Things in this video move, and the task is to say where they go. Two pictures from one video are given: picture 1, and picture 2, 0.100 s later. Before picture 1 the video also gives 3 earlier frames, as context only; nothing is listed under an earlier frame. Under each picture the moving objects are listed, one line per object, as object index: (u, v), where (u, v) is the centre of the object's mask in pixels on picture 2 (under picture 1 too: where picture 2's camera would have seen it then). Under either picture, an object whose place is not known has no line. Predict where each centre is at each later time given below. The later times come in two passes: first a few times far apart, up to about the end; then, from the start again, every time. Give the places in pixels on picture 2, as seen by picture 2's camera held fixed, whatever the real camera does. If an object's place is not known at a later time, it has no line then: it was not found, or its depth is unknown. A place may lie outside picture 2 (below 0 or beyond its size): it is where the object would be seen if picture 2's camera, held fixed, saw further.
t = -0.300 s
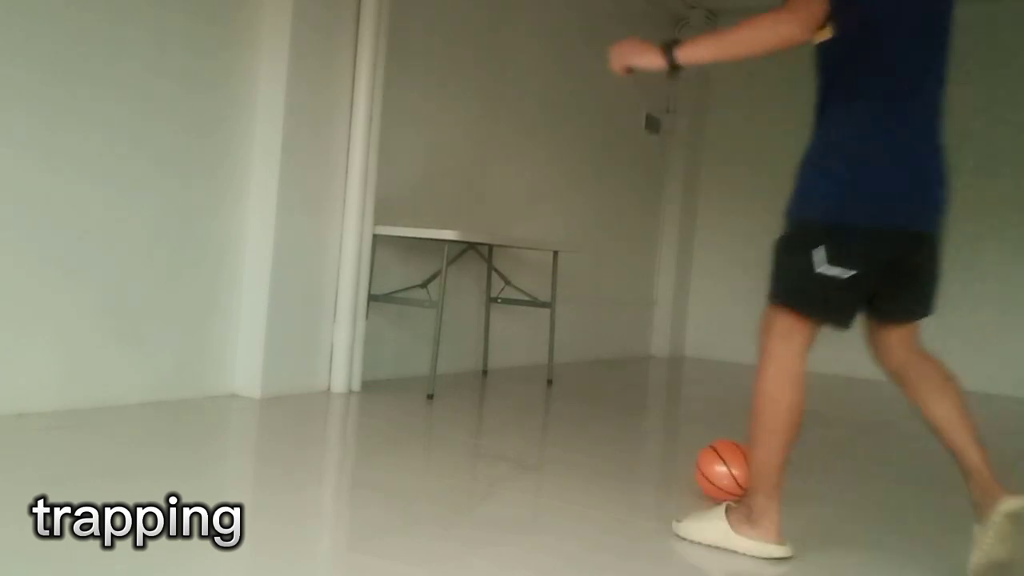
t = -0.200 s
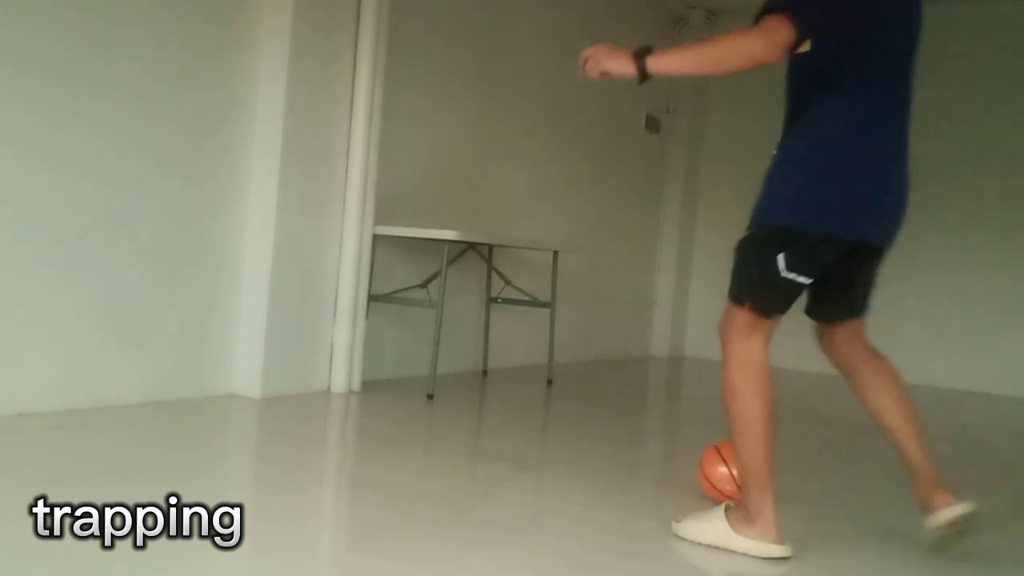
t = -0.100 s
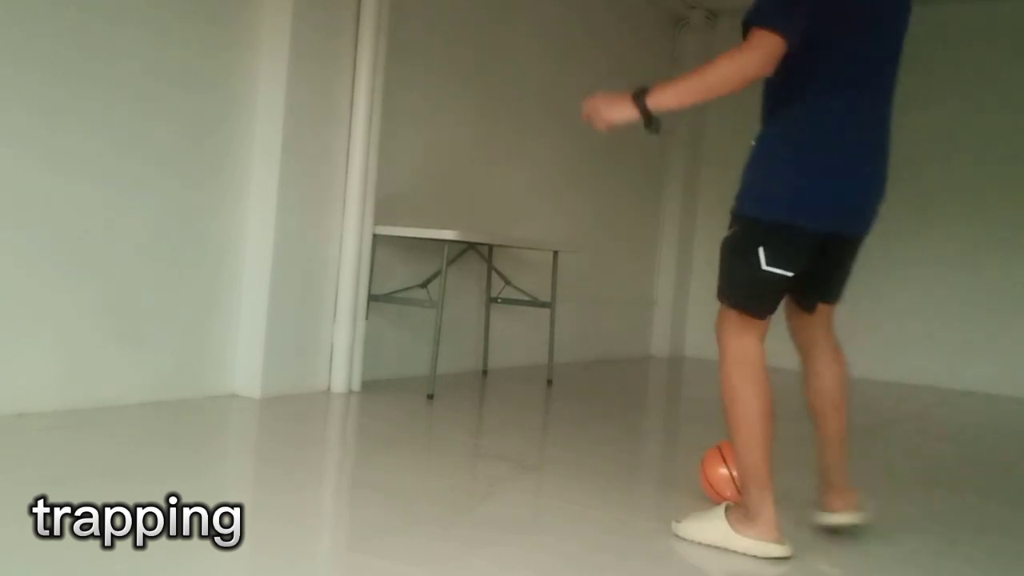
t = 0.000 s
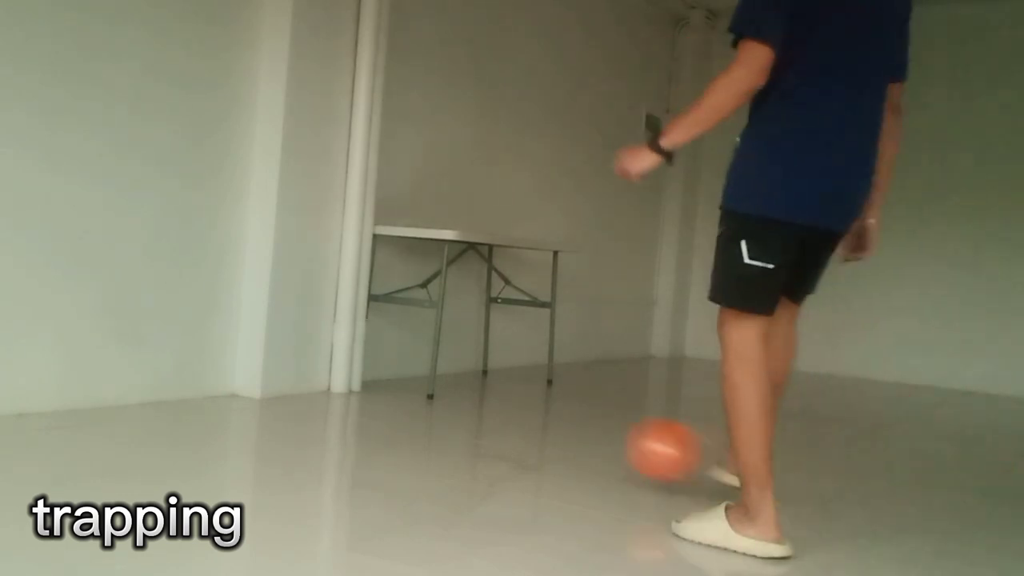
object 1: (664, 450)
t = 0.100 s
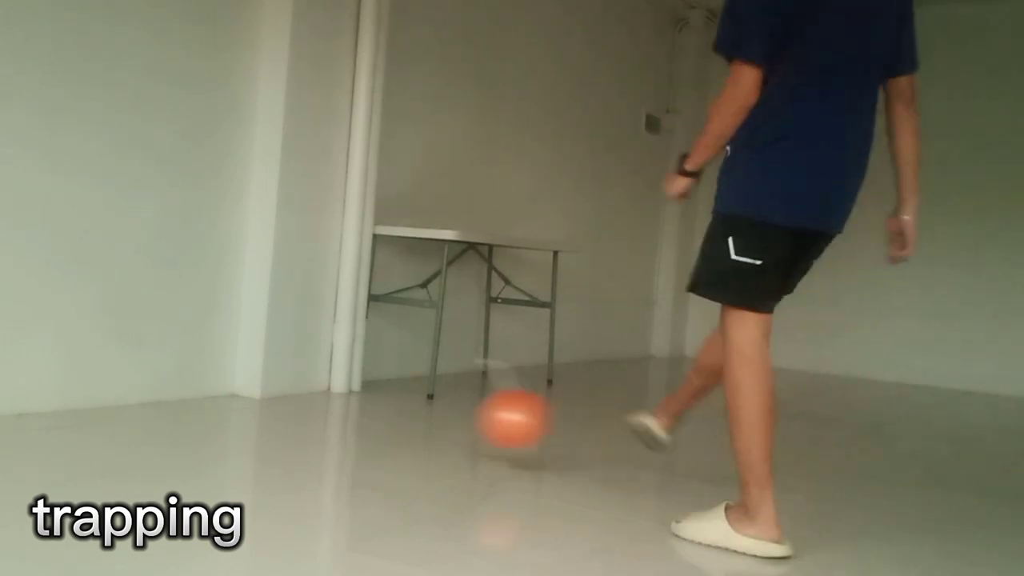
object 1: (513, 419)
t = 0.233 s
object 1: (336, 428)
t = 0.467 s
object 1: (155, 396)
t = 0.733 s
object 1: (73, 389)
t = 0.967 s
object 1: (132, 403)
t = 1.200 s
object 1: (183, 417)
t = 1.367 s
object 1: (222, 421)
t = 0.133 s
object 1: (467, 416)
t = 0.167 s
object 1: (422, 416)
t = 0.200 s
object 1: (378, 421)
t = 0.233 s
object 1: (336, 428)
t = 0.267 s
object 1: (306, 416)
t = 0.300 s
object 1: (280, 405)
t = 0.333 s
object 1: (255, 397)
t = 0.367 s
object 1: (229, 392)
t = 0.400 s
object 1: (204, 390)
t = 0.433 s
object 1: (179, 392)
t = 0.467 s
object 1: (155, 396)
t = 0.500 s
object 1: (132, 402)
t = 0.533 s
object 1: (114, 392)
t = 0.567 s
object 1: (96, 387)
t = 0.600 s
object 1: (78, 383)
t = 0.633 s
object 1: (61, 384)
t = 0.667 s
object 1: (49, 386)
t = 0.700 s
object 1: (60, 386)
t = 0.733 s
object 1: (73, 389)
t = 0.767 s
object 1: (84, 396)
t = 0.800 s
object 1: (93, 396)
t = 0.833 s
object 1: (102, 396)
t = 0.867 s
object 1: (109, 399)
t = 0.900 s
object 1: (117, 403)
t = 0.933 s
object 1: (125, 401)
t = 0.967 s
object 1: (132, 403)
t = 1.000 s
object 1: (140, 407)
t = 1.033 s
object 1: (147, 406)
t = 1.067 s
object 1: (155, 407)
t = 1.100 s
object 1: (162, 412)
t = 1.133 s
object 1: (169, 411)
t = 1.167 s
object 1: (176, 413)
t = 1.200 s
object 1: (183, 417)
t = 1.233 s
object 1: (191, 416)
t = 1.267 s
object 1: (199, 418)
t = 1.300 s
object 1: (207, 420)
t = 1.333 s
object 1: (215, 419)
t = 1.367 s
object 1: (222, 421)
